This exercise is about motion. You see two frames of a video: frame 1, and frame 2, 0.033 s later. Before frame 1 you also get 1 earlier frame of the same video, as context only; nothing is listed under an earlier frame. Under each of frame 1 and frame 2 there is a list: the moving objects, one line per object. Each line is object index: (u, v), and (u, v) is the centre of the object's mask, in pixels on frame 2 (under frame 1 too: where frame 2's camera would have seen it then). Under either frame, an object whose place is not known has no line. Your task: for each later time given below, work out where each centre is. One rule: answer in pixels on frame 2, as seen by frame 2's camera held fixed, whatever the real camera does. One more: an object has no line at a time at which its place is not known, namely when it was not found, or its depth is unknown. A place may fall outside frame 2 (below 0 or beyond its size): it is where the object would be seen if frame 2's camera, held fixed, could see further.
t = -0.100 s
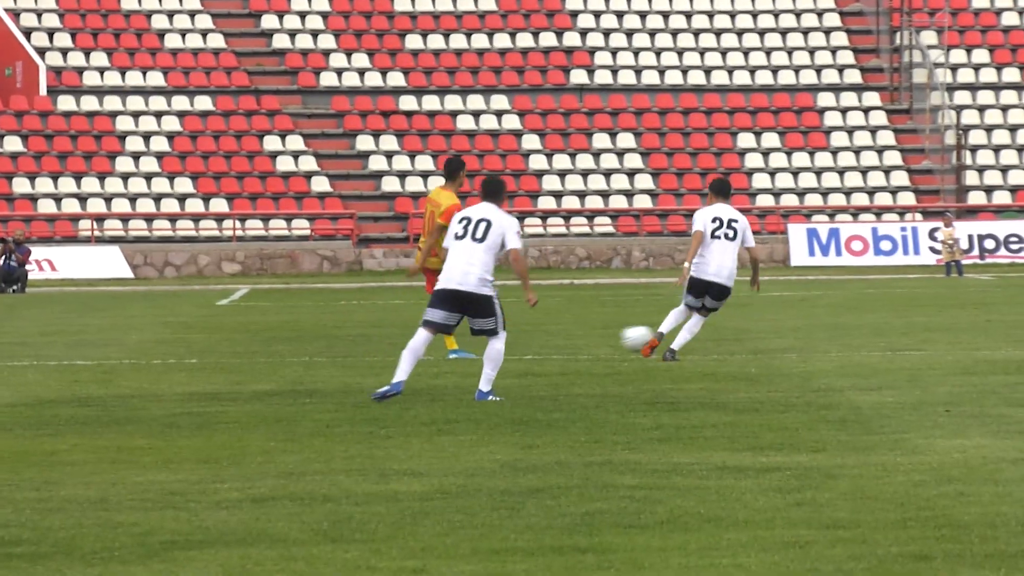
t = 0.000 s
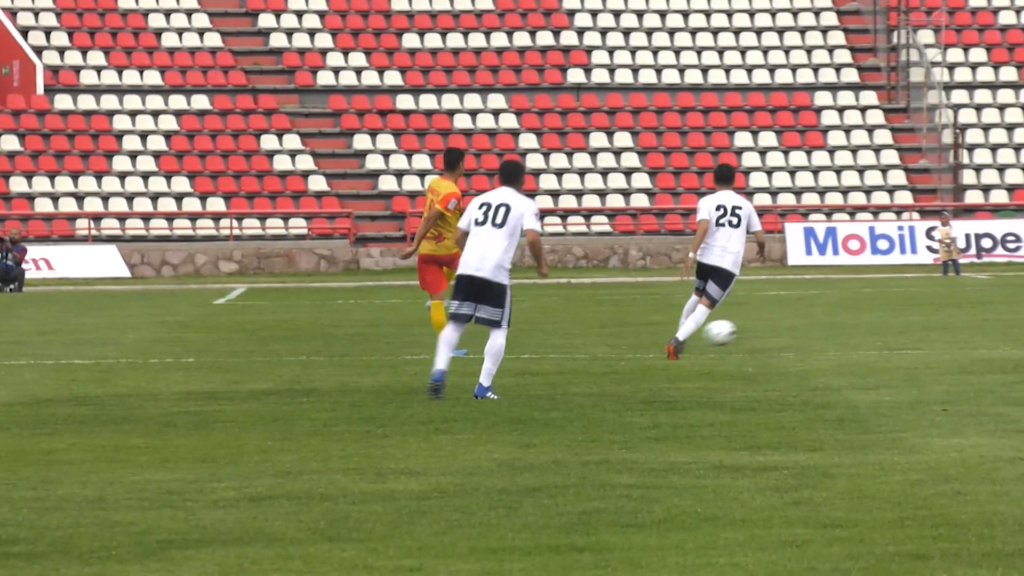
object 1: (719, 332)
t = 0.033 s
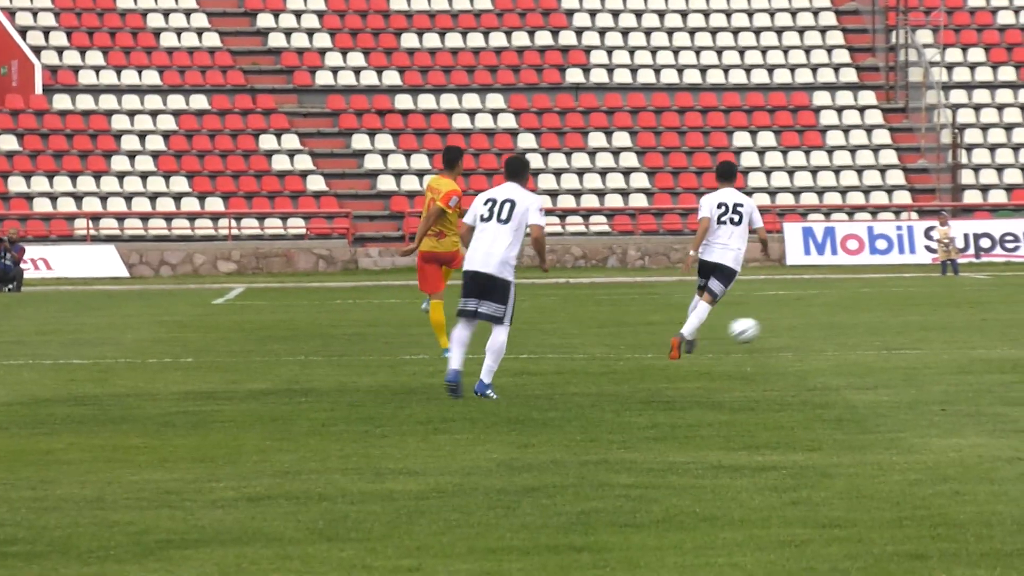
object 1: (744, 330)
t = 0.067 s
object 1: (769, 329)
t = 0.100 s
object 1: (793, 329)
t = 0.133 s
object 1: (815, 327)
